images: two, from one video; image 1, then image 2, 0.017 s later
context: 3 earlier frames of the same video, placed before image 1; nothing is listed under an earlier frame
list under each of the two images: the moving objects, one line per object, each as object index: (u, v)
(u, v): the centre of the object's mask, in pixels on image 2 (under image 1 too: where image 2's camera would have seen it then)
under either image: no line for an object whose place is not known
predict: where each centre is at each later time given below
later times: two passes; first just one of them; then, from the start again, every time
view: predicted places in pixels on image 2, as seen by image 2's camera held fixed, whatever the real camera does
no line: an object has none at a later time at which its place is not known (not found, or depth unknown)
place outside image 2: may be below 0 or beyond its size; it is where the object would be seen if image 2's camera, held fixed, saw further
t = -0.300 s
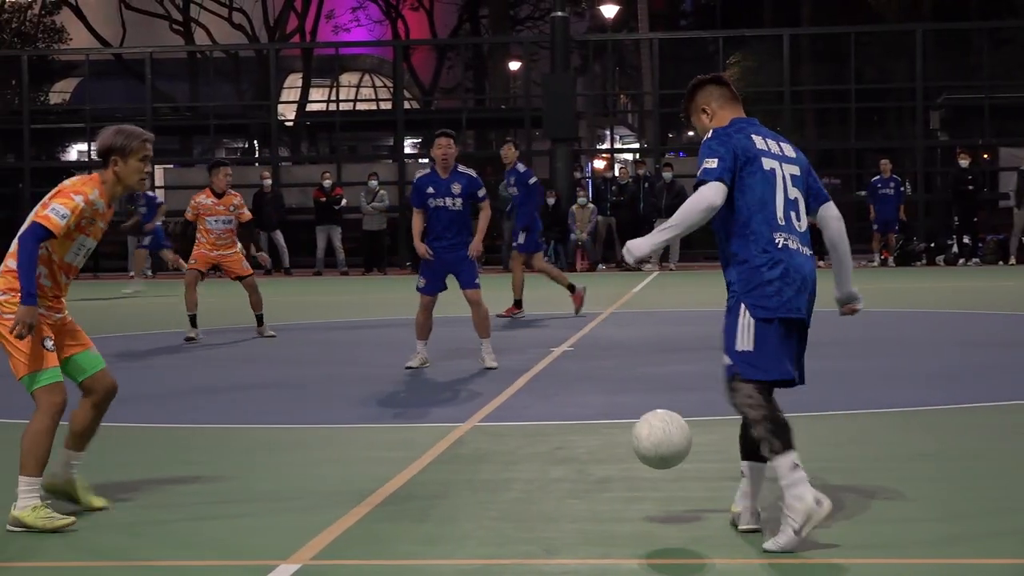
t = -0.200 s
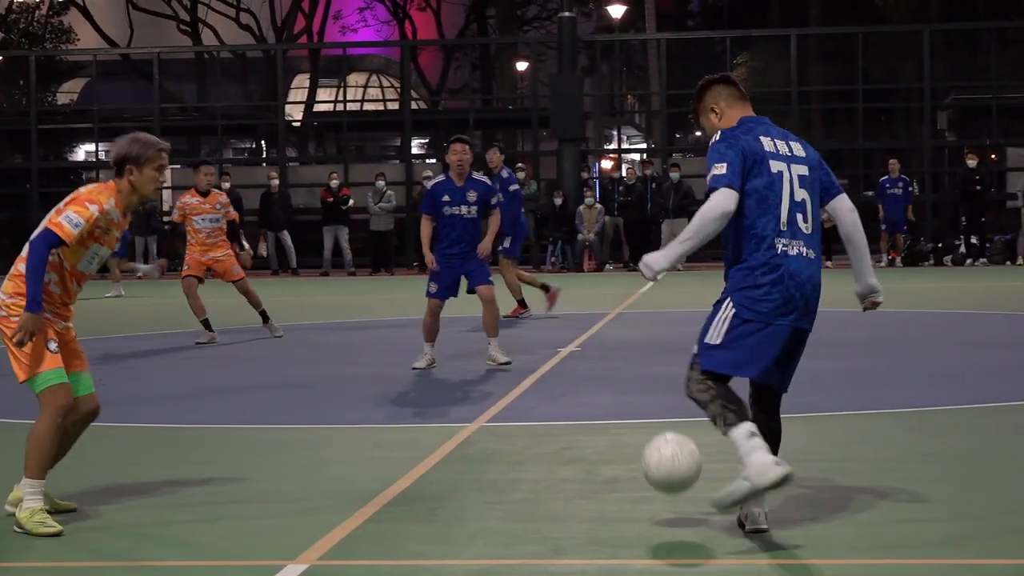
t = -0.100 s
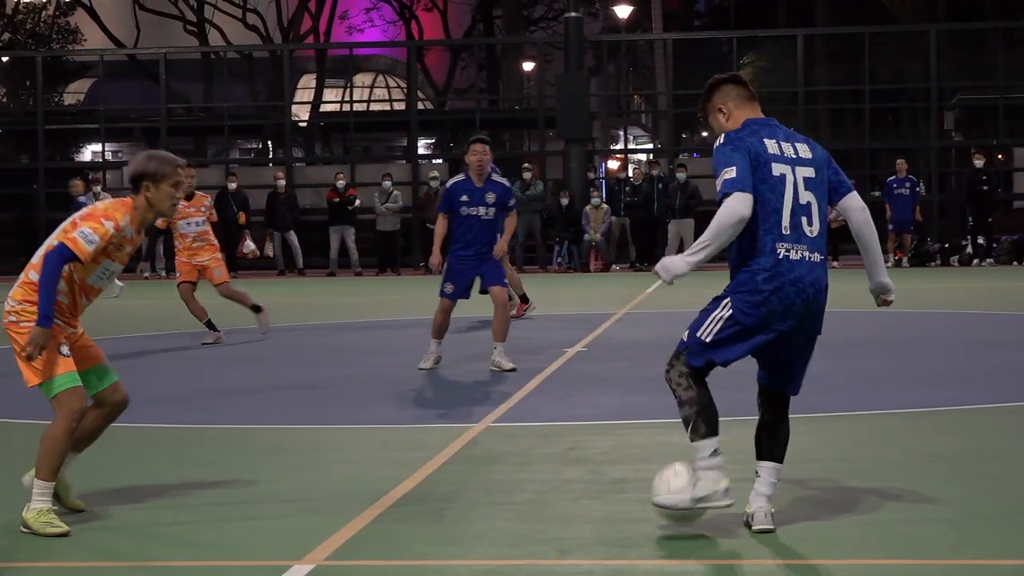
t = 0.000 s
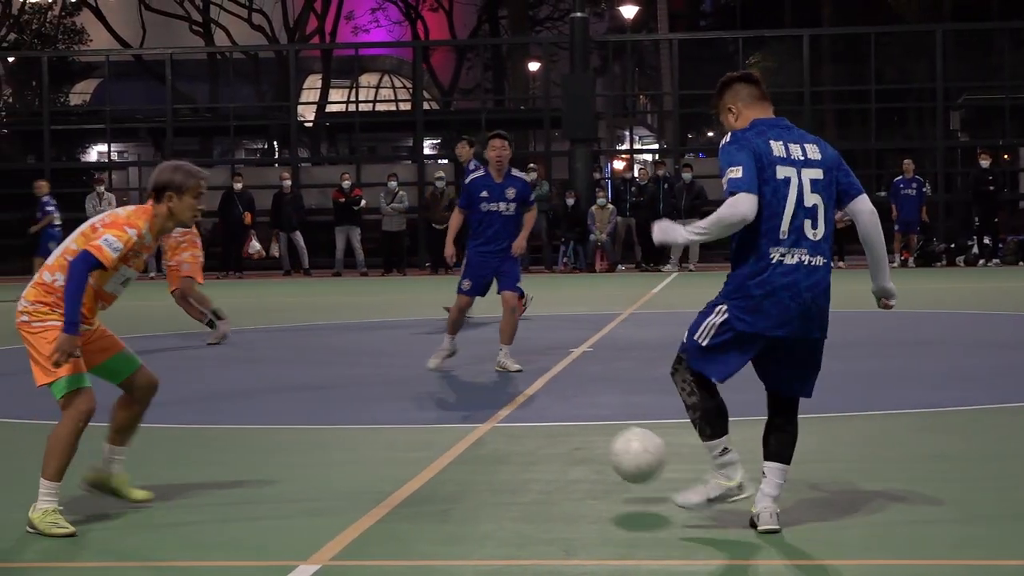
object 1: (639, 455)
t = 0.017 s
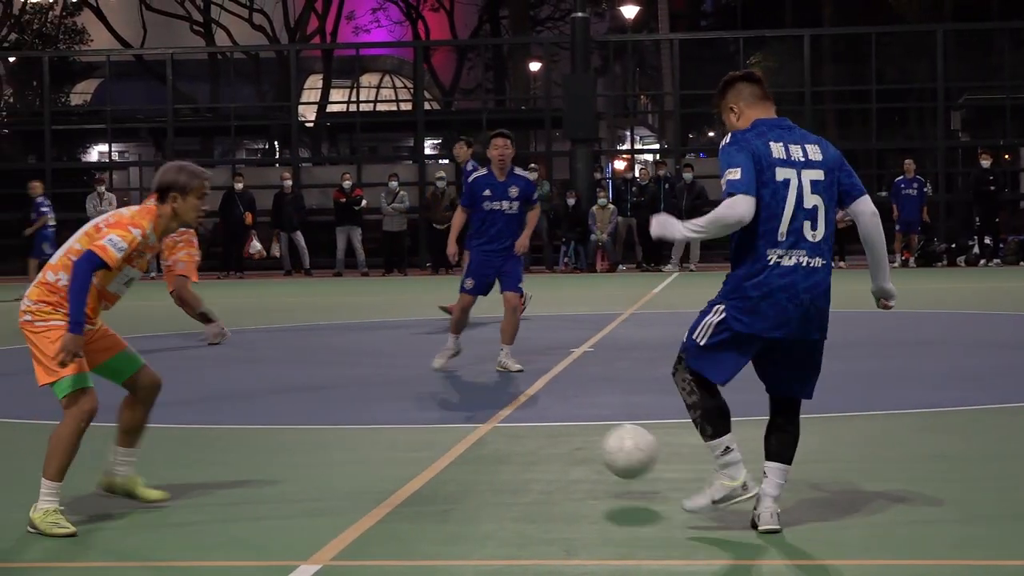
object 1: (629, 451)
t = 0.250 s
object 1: (530, 415)
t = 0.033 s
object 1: (621, 448)
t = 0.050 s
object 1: (612, 446)
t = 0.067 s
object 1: (603, 445)
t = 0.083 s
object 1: (595, 444)
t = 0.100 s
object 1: (586, 443)
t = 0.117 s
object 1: (580, 444)
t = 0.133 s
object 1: (572, 444)
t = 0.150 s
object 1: (565, 445)
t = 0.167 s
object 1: (558, 440)
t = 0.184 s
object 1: (551, 433)
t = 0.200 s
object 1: (546, 427)
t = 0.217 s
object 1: (541, 422)
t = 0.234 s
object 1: (536, 419)
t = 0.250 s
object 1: (530, 415)
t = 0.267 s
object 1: (526, 413)
